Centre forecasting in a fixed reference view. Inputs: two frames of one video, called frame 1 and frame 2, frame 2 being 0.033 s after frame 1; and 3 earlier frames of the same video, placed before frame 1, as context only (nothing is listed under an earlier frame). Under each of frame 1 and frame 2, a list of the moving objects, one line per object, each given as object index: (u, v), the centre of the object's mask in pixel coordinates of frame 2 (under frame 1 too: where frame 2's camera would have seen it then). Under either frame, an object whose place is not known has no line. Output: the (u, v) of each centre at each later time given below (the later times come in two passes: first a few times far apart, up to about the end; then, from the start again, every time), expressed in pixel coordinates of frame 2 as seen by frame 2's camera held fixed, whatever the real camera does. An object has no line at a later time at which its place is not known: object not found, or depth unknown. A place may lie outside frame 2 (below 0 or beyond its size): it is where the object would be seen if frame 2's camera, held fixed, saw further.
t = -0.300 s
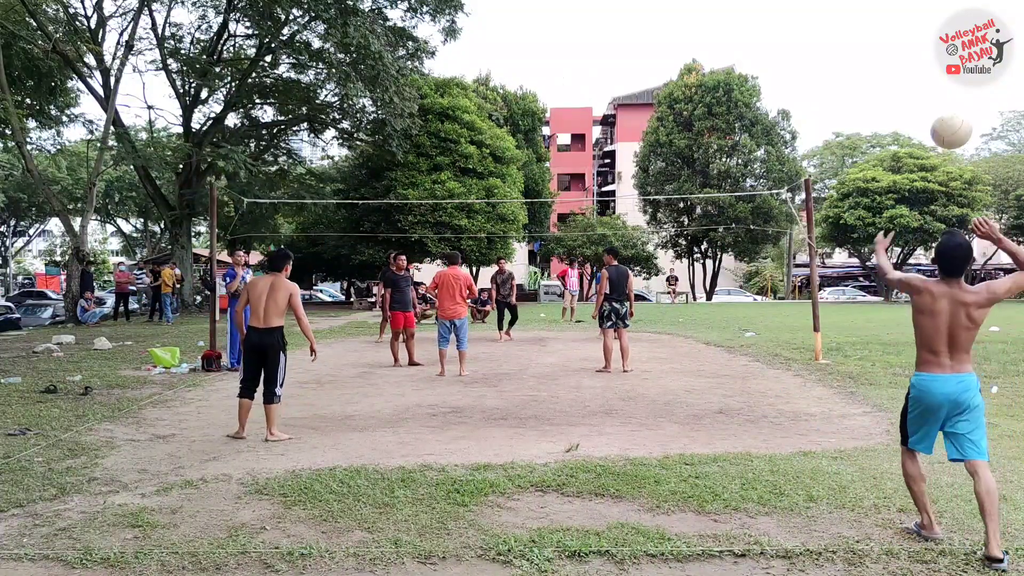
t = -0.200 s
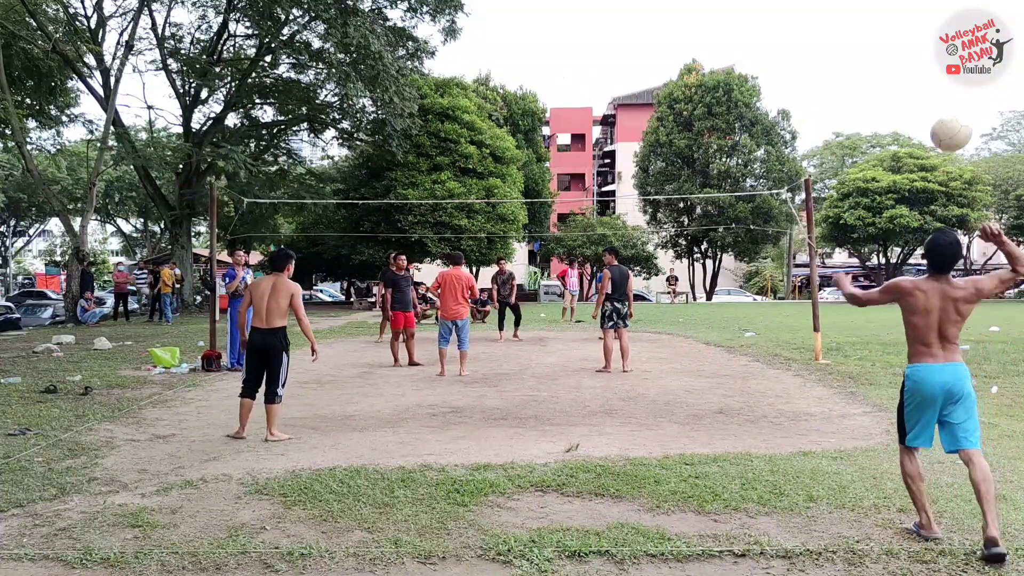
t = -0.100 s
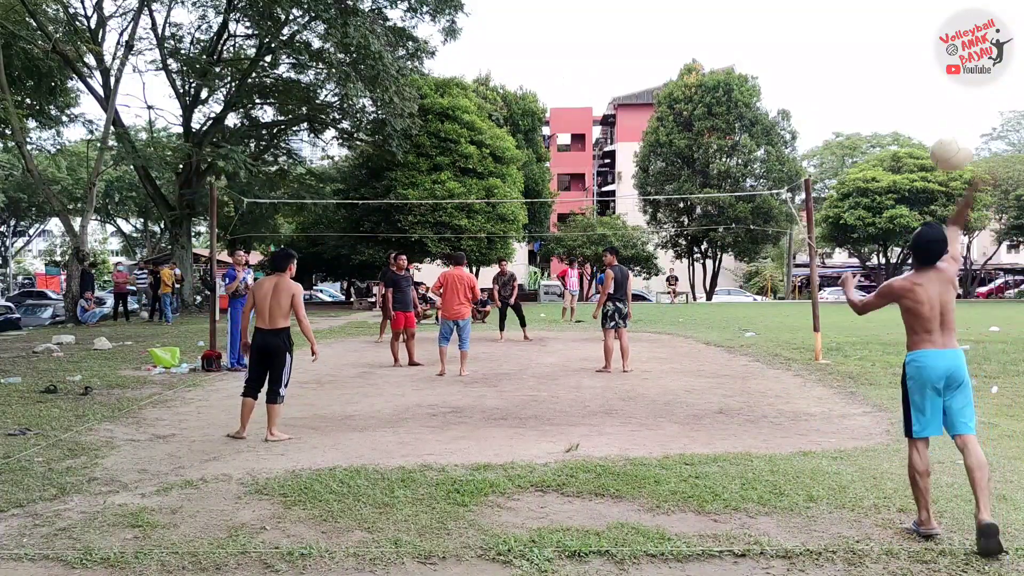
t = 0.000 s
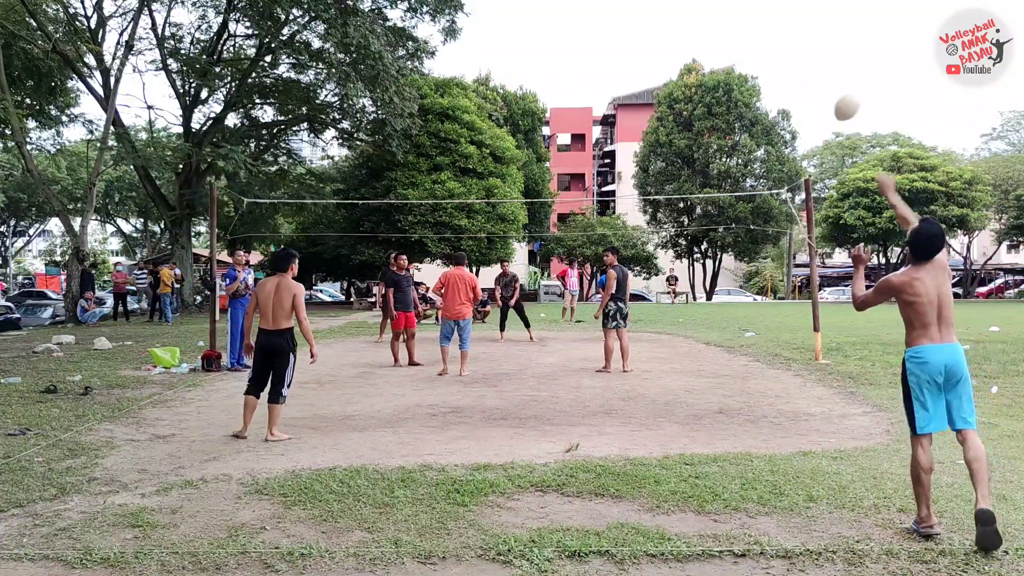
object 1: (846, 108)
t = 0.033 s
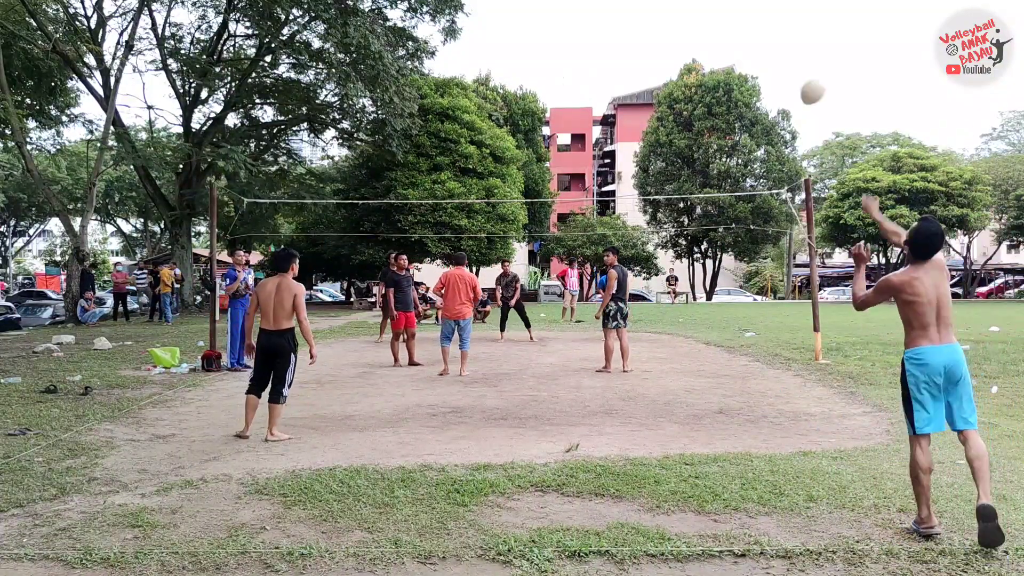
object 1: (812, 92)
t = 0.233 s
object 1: (674, 52)
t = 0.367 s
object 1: (621, 55)
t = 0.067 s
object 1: (782, 80)
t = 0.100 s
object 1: (755, 70)
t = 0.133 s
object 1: (732, 62)
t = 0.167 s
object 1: (710, 57)
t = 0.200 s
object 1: (692, 54)
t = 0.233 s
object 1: (674, 52)
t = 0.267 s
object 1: (659, 51)
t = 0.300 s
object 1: (645, 52)
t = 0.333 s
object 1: (632, 53)
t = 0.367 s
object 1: (621, 55)
